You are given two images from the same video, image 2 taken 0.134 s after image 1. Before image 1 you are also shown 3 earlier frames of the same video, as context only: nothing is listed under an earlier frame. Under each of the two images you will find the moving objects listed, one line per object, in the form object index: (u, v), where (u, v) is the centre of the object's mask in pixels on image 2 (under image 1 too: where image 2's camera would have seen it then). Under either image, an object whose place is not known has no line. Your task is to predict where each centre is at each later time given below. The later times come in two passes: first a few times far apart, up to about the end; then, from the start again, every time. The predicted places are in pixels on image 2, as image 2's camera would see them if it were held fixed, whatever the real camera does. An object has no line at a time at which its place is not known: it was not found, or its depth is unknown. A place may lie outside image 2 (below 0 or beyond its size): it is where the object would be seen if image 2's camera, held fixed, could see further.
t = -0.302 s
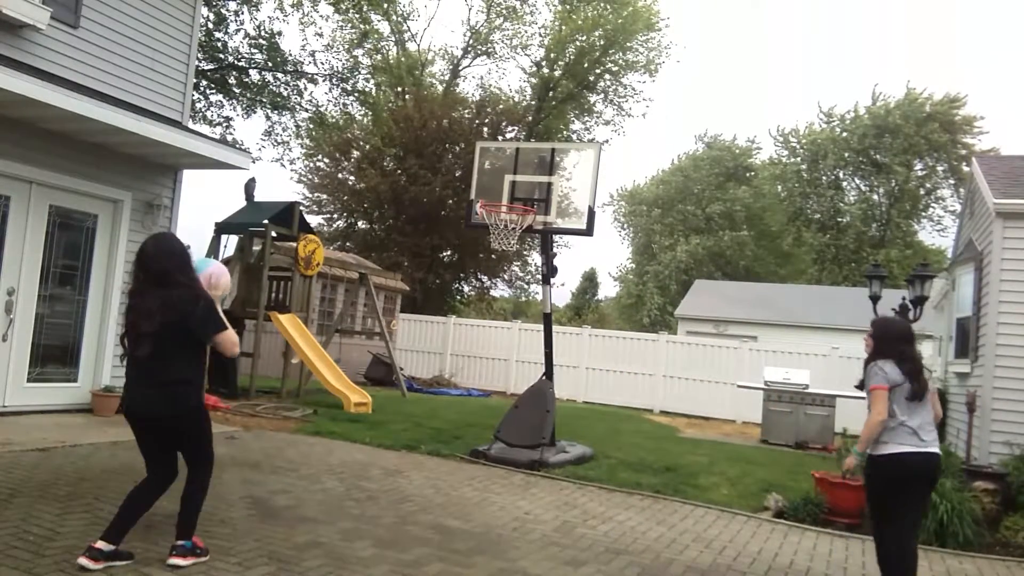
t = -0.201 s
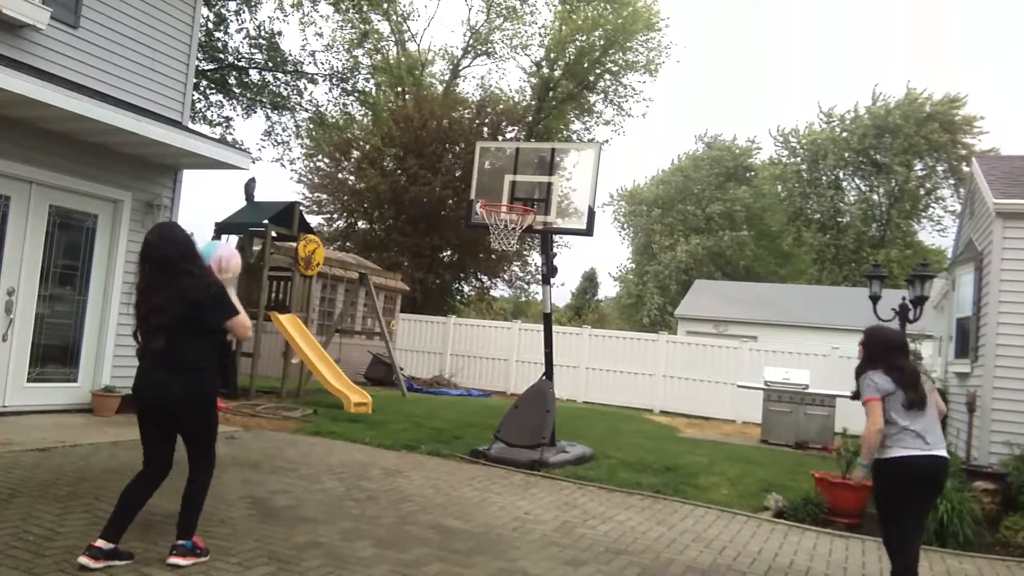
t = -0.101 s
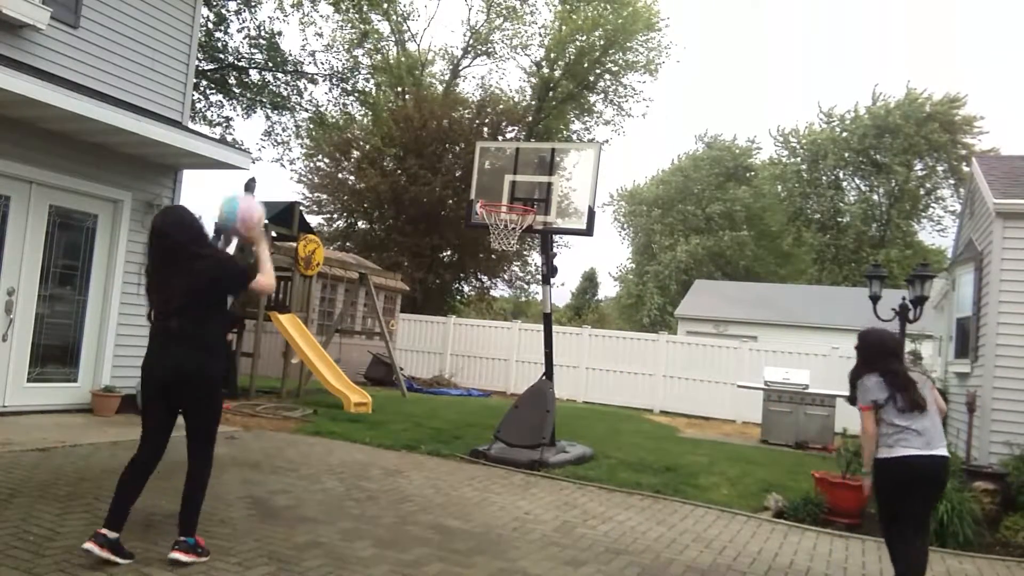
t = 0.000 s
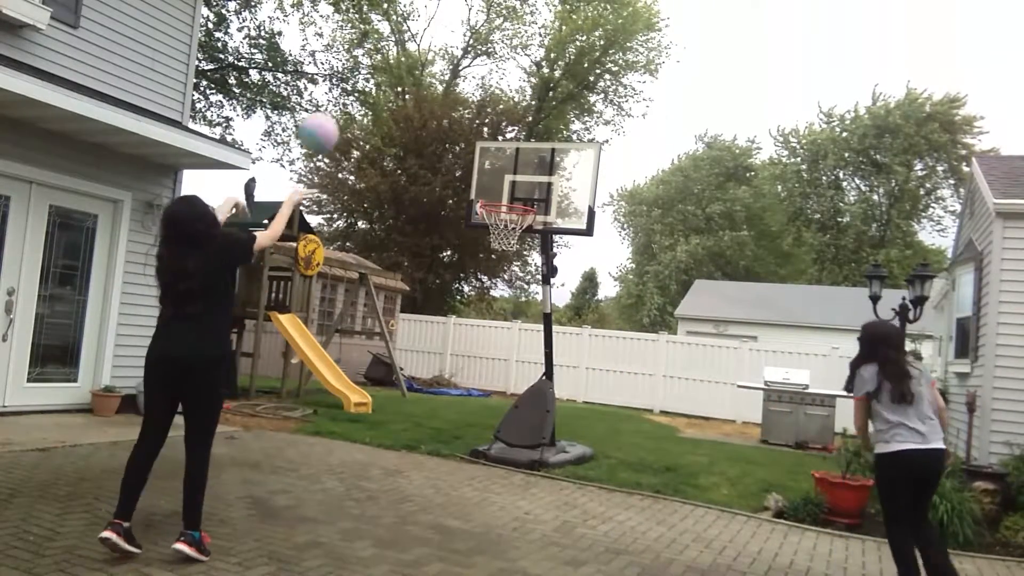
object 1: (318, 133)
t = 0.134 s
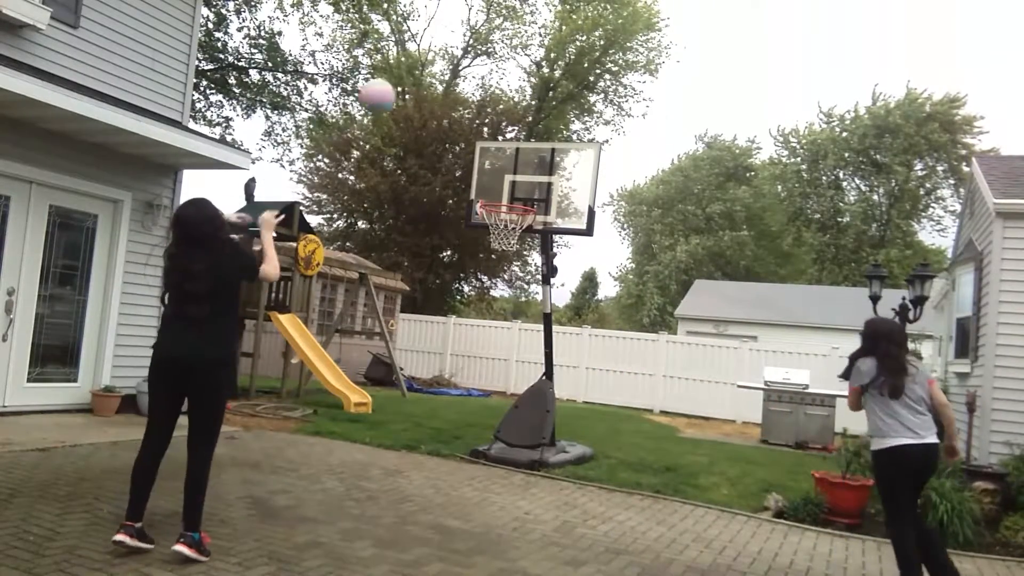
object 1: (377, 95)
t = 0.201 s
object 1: (401, 91)
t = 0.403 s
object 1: (456, 108)
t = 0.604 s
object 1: (493, 160)
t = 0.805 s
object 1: (466, 190)
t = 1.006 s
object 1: (396, 176)
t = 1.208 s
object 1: (323, 207)
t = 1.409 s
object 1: (244, 279)
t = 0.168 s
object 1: (389, 92)
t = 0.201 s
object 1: (401, 91)
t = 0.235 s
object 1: (411, 90)
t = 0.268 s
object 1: (422, 90)
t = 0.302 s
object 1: (431, 92)
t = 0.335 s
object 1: (440, 97)
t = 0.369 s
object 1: (448, 102)
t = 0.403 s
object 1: (456, 108)
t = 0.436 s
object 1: (463, 114)
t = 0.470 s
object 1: (470, 123)
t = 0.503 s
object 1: (476, 132)
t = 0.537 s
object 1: (482, 141)
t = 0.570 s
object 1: (488, 151)
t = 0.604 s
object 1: (493, 160)
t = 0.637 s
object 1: (498, 171)
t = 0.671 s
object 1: (502, 184)
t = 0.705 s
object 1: (496, 191)
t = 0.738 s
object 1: (487, 196)
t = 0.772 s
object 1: (478, 195)
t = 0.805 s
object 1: (466, 190)
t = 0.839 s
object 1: (455, 186)
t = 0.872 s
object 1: (444, 182)
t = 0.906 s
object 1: (432, 179)
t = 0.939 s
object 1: (421, 177)
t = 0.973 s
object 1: (408, 176)
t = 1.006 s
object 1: (396, 176)
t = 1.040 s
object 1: (384, 178)
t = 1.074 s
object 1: (372, 182)
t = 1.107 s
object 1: (359, 187)
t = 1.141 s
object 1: (348, 192)
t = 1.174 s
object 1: (336, 199)
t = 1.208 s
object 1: (323, 207)
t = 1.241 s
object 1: (310, 216)
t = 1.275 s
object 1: (296, 226)
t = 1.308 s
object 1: (284, 236)
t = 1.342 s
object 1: (270, 249)
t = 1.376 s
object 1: (257, 264)
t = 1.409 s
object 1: (244, 279)
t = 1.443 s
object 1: (232, 296)
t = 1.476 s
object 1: (219, 313)
